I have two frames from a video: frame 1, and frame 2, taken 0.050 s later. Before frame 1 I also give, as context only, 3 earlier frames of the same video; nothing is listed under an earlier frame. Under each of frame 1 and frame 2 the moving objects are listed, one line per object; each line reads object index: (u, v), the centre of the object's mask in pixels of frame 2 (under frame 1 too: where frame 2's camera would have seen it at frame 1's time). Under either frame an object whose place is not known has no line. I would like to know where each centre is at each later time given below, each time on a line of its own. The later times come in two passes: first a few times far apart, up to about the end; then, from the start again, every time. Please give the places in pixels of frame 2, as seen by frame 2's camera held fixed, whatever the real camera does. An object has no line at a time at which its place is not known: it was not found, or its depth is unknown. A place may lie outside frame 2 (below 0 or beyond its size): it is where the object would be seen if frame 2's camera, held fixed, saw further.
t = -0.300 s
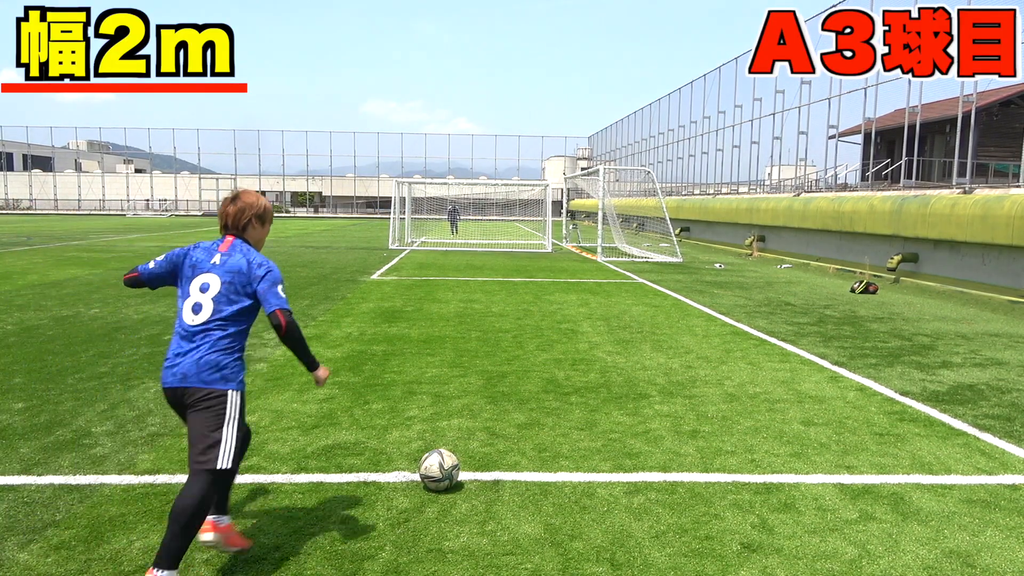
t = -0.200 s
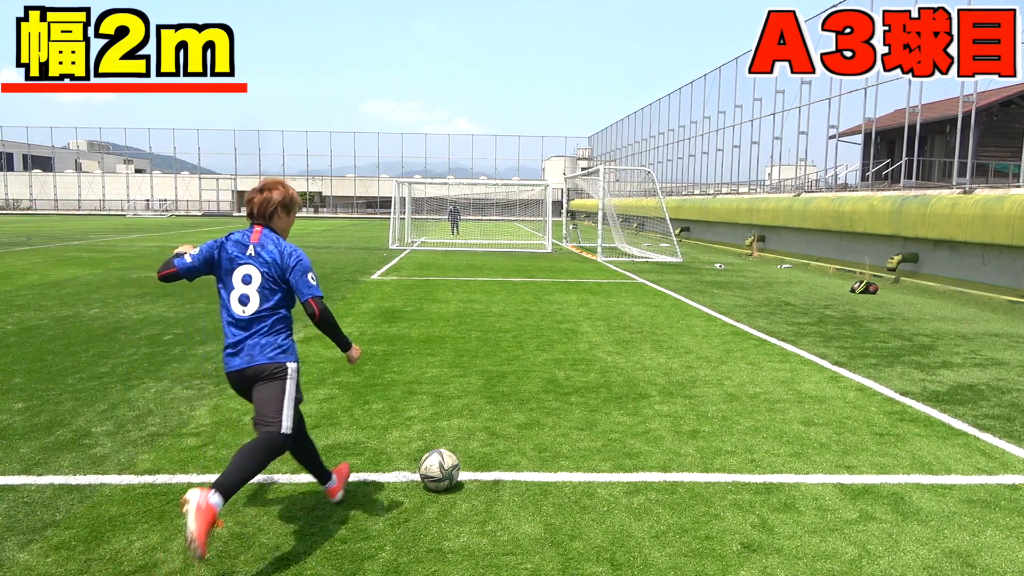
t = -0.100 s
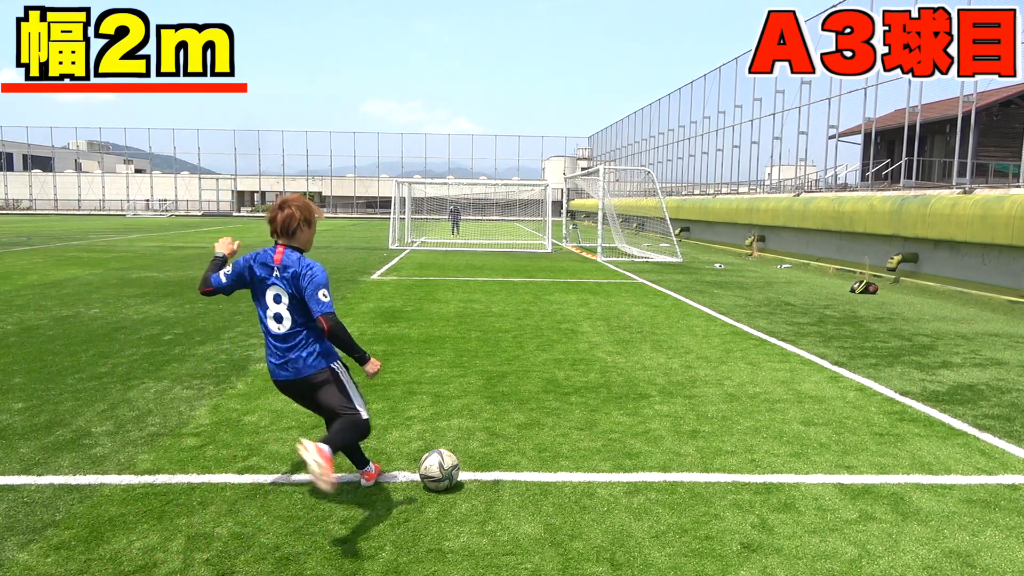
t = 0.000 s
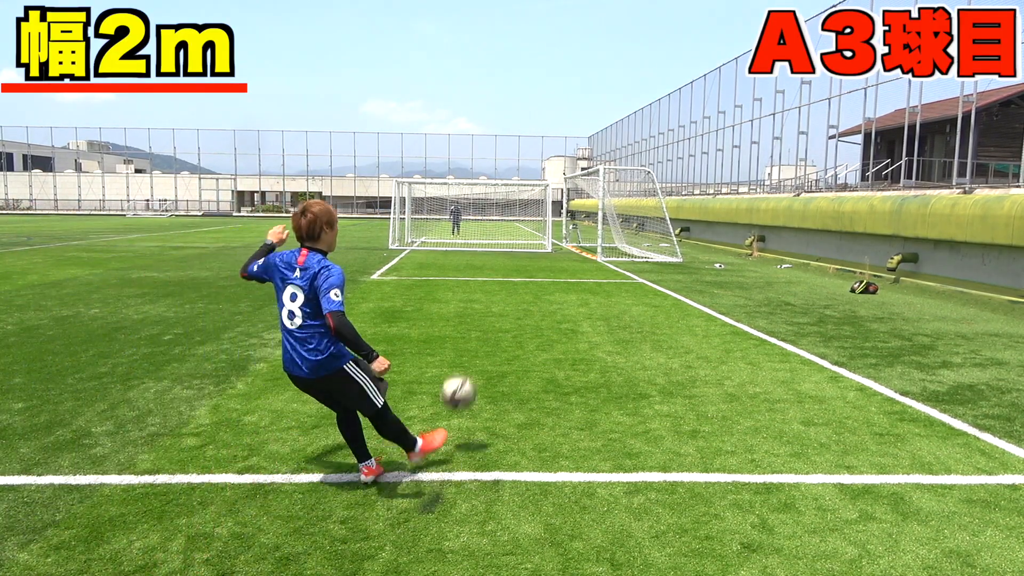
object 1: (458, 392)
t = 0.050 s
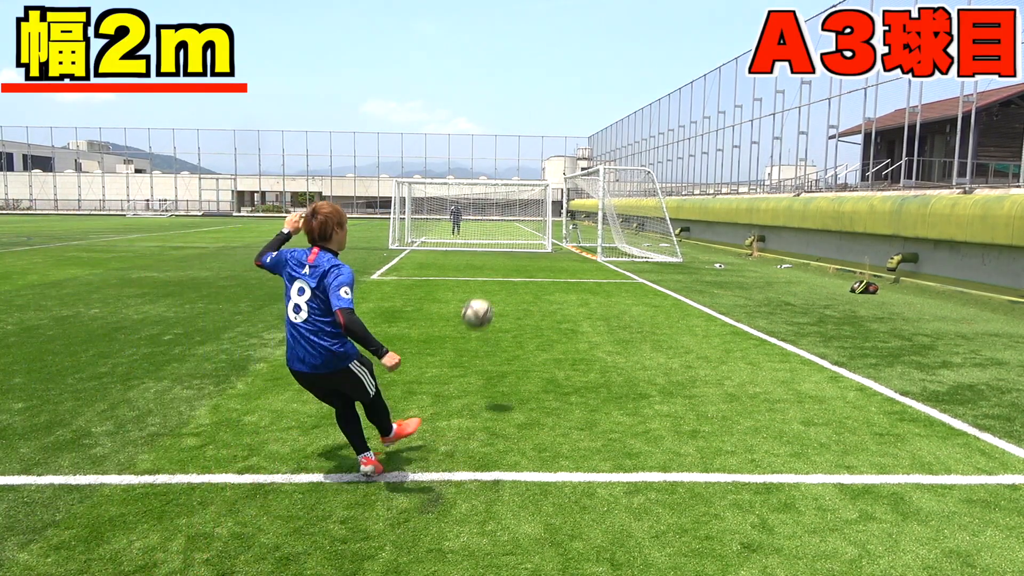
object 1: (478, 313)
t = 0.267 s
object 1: (518, 148)
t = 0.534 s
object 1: (534, 93)
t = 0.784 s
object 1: (539, 93)
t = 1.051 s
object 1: (538, 115)
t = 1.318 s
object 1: (535, 148)
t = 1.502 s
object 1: (533, 175)
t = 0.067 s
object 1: (482, 293)
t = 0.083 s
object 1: (487, 273)
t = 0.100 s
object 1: (491, 256)
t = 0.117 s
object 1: (495, 241)
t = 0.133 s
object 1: (498, 226)
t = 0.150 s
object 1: (501, 213)
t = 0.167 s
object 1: (504, 202)
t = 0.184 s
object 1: (507, 191)
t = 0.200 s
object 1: (510, 180)
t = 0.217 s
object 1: (512, 171)
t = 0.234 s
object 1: (514, 162)
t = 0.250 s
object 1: (516, 155)
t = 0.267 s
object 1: (518, 148)
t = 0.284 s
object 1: (520, 142)
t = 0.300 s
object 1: (521, 135)
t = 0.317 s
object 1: (523, 130)
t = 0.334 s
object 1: (524, 125)
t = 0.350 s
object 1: (525, 121)
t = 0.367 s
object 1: (526, 117)
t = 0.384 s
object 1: (527, 113)
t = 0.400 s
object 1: (528, 110)
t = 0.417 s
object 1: (529, 107)
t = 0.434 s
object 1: (530, 104)
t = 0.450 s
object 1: (531, 102)
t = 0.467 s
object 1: (532, 99)
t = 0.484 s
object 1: (532, 98)
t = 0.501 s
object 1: (533, 96)
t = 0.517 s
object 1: (534, 94)
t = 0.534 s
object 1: (534, 93)
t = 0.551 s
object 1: (535, 92)
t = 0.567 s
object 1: (535, 91)
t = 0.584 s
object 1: (535, 91)
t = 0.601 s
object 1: (536, 90)
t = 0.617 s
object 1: (536, 90)
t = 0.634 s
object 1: (537, 90)
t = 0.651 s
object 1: (537, 89)
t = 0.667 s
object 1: (537, 89)
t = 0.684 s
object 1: (537, 90)
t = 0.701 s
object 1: (538, 90)
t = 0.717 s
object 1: (538, 90)
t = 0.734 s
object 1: (538, 91)
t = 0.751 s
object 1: (538, 91)
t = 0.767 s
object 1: (538, 92)
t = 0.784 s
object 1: (539, 93)
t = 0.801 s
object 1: (539, 94)
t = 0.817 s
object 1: (539, 95)
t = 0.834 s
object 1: (539, 96)
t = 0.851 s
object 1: (539, 97)
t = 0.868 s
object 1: (539, 98)
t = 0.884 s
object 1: (539, 99)
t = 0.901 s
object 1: (539, 101)
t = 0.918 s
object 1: (539, 102)
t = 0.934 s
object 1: (539, 103)
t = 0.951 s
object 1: (539, 105)
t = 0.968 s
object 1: (539, 106)
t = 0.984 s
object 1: (539, 108)
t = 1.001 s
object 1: (539, 110)
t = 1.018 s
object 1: (538, 111)
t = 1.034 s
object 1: (538, 113)
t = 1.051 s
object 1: (538, 115)
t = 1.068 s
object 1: (538, 117)
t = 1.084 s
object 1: (538, 118)
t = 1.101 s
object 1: (538, 121)
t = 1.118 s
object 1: (538, 122)
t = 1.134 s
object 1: (537, 124)
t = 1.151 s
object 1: (537, 126)
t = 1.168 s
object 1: (537, 129)
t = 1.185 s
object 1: (537, 131)
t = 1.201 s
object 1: (537, 133)
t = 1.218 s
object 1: (537, 135)
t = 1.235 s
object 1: (536, 137)
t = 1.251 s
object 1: (536, 139)
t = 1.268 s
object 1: (536, 142)
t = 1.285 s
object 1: (536, 144)
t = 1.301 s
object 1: (535, 146)
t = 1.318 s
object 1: (535, 148)
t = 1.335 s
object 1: (535, 151)
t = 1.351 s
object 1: (535, 153)
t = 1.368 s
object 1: (534, 155)
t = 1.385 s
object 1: (534, 158)
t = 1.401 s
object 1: (534, 160)
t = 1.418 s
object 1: (534, 163)
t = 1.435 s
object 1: (534, 165)
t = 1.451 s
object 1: (533, 168)
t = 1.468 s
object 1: (533, 170)
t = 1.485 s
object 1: (533, 173)
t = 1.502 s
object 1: (533, 175)
